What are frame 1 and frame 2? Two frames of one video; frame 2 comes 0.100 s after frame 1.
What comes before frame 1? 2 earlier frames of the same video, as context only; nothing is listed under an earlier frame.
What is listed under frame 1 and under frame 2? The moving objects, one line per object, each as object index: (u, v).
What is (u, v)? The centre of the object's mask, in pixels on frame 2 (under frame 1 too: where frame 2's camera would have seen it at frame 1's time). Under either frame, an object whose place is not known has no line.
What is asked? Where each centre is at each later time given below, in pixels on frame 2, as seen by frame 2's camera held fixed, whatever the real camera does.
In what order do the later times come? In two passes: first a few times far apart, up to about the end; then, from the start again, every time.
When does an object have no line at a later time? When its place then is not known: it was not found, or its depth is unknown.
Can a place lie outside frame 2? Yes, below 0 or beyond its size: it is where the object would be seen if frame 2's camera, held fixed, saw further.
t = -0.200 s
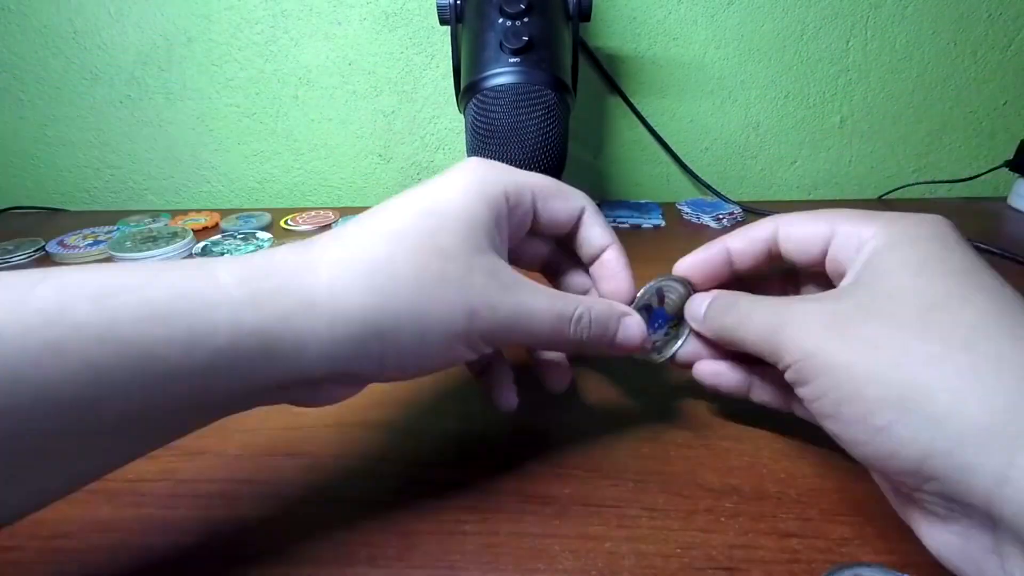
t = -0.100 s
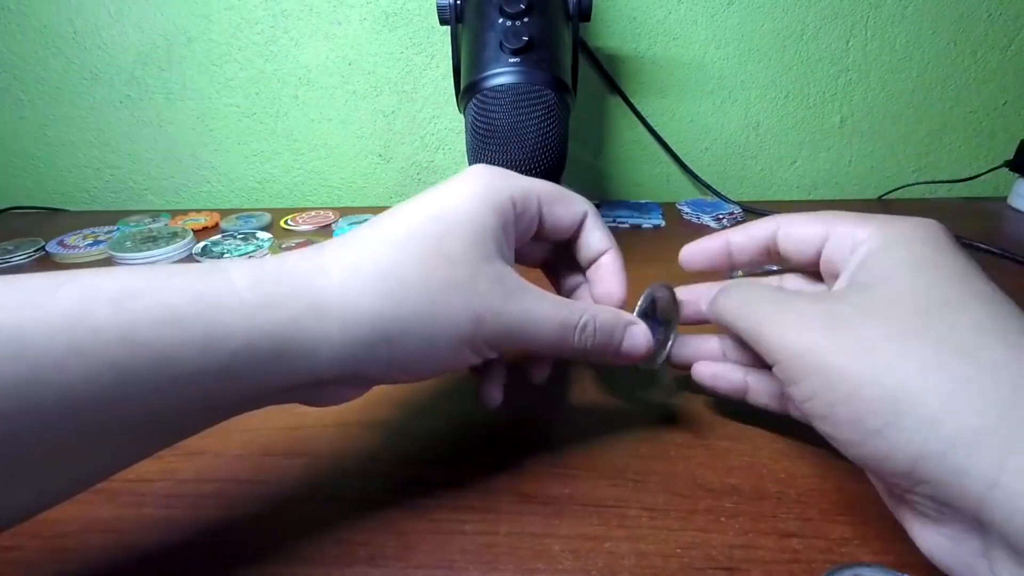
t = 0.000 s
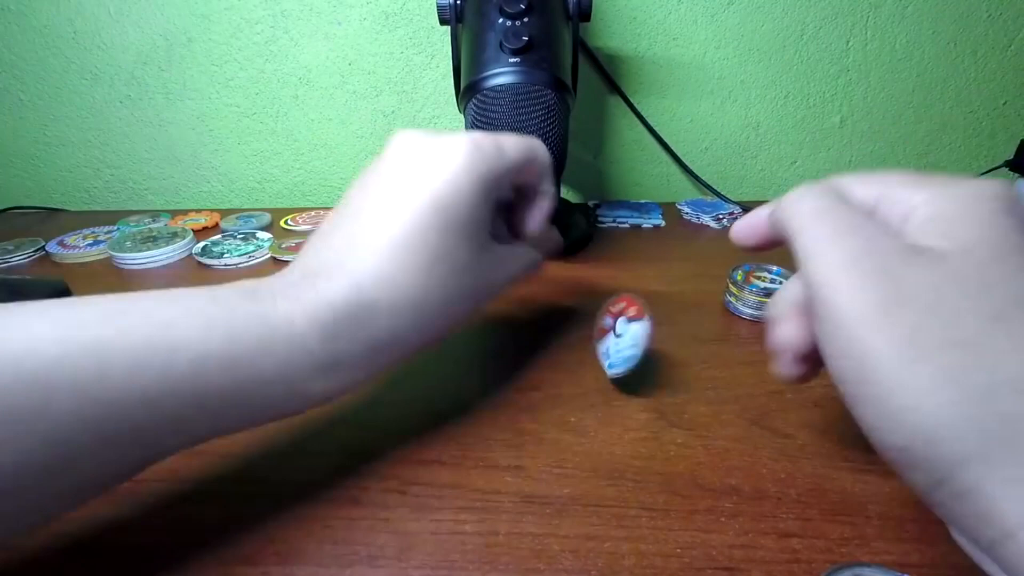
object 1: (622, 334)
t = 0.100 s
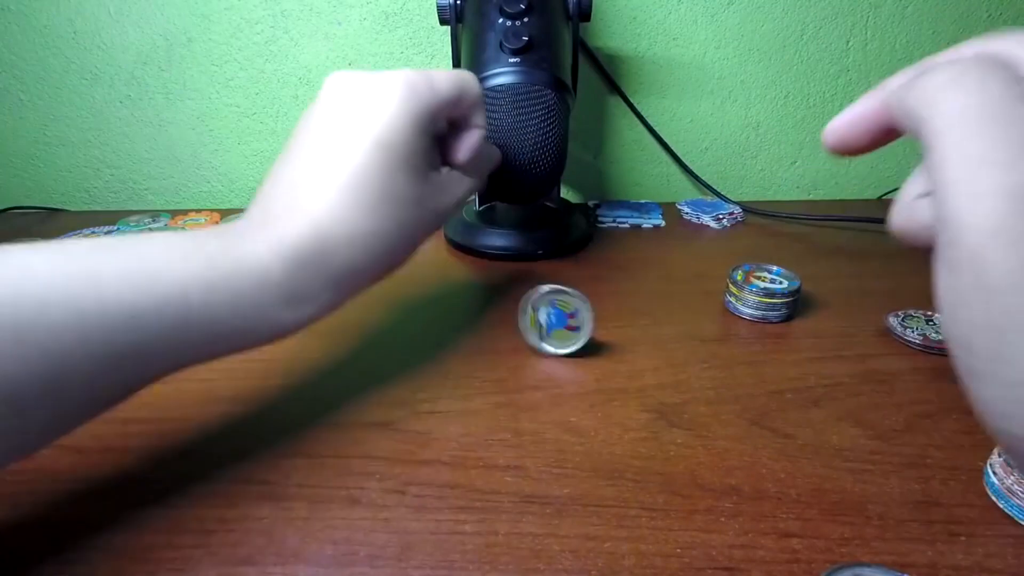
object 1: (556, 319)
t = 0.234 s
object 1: (496, 299)
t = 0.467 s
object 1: (460, 267)
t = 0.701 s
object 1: (484, 251)
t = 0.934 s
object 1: (513, 255)
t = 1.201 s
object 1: (510, 270)
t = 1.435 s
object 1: (482, 272)
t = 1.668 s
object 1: (476, 263)
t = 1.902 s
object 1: (496, 260)
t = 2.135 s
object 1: (516, 264)
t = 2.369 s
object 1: (509, 279)
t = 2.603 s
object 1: (494, 273)
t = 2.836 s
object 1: (509, 278)
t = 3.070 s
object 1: (510, 282)
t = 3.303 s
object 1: (505, 284)
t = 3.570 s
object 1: (507, 285)
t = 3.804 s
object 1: (507, 286)
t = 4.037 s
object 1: (507, 288)
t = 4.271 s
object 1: (508, 290)
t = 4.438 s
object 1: (507, 291)
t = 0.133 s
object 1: (534, 315)
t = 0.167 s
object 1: (519, 308)
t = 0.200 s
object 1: (501, 303)
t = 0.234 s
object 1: (496, 299)
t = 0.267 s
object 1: (484, 289)
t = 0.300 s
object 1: (474, 280)
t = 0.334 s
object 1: (468, 279)
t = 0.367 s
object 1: (461, 274)
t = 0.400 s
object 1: (463, 268)
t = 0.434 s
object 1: (461, 266)
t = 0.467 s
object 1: (460, 267)
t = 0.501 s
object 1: (464, 261)
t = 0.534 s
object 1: (466, 260)
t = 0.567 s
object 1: (465, 258)
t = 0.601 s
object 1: (471, 255)
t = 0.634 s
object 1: (474, 255)
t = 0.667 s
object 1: (477, 253)
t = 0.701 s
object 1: (484, 251)
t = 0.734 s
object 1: (488, 253)
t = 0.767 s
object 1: (492, 251)
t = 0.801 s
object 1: (497, 251)
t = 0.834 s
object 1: (503, 252)
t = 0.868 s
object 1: (507, 253)
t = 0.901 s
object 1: (509, 254)
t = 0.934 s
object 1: (513, 255)
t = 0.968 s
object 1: (516, 258)
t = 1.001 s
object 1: (517, 258)
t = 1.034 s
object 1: (517, 262)
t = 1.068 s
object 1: (518, 262)
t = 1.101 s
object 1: (516, 266)
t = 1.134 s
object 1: (516, 266)
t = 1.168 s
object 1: (511, 272)
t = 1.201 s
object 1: (510, 270)
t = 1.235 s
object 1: (507, 268)
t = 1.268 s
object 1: (502, 271)
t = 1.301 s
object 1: (498, 275)
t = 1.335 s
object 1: (493, 274)
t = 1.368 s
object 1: (491, 274)
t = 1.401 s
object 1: (485, 272)
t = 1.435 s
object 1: (482, 272)
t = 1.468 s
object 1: (476, 271)
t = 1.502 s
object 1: (477, 271)
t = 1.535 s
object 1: (474, 272)
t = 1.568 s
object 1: (474, 267)
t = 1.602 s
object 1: (473, 267)
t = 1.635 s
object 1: (474, 264)
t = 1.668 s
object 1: (476, 263)
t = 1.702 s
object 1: (477, 264)
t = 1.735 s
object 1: (479, 261)
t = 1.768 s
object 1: (481, 260)
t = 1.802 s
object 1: (485, 258)
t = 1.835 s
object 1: (490, 259)
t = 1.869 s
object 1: (492, 261)
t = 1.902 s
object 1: (496, 260)
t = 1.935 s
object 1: (500, 258)
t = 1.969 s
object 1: (504, 257)
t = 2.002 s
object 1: (508, 259)
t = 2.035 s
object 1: (511, 261)
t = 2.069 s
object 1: (515, 266)
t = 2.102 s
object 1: (514, 264)
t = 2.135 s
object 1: (516, 264)
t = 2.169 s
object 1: (514, 267)
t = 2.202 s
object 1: (517, 269)
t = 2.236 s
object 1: (516, 275)
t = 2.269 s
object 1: (516, 273)
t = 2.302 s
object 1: (515, 272)
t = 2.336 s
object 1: (512, 273)
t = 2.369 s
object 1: (509, 279)
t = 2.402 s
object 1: (508, 278)
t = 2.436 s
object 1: (507, 277)
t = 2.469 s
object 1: (504, 276)
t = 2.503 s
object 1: (501, 279)
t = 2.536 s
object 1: (501, 279)
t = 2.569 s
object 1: (498, 279)
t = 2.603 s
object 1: (494, 273)
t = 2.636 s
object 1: (498, 276)
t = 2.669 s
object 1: (500, 277)
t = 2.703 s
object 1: (500, 276)
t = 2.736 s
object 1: (499, 276)
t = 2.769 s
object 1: (502, 275)
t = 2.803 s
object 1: (505, 277)
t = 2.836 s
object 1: (509, 278)
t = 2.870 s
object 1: (505, 275)
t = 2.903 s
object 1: (508, 275)
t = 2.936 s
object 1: (507, 277)
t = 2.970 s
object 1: (509, 279)
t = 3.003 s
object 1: (510, 278)
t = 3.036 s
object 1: (503, 281)
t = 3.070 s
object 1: (510, 282)
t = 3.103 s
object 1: (510, 281)
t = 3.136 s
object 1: (510, 279)
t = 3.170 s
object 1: (509, 282)
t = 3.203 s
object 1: (508, 283)
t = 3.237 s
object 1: (508, 282)
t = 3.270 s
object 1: (509, 283)
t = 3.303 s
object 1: (505, 284)
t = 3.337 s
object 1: (506, 284)
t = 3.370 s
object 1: (509, 284)
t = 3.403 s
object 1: (504, 283)
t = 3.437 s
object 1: (506, 284)
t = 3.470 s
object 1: (507, 284)
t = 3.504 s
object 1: (506, 282)
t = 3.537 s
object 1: (507, 284)
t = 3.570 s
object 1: (507, 285)
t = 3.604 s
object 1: (508, 283)
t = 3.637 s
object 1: (508, 285)
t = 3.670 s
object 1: (508, 285)
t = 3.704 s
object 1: (509, 285)
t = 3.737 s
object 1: (508, 287)
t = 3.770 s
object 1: (508, 287)
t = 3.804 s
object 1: (507, 286)
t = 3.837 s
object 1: (507, 288)
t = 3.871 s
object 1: (507, 288)
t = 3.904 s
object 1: (506, 288)
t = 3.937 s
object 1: (506, 287)
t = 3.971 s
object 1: (506, 287)
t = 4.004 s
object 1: (506, 287)
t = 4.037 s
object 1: (507, 288)
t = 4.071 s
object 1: (506, 288)
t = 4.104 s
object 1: (507, 288)
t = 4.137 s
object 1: (507, 289)
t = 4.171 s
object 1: (508, 288)
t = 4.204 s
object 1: (507, 290)
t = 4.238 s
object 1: (508, 288)
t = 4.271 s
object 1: (508, 290)
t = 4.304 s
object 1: (508, 289)
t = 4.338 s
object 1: (507, 291)
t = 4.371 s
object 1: (508, 291)
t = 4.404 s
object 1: (507, 291)
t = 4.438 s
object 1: (507, 291)
